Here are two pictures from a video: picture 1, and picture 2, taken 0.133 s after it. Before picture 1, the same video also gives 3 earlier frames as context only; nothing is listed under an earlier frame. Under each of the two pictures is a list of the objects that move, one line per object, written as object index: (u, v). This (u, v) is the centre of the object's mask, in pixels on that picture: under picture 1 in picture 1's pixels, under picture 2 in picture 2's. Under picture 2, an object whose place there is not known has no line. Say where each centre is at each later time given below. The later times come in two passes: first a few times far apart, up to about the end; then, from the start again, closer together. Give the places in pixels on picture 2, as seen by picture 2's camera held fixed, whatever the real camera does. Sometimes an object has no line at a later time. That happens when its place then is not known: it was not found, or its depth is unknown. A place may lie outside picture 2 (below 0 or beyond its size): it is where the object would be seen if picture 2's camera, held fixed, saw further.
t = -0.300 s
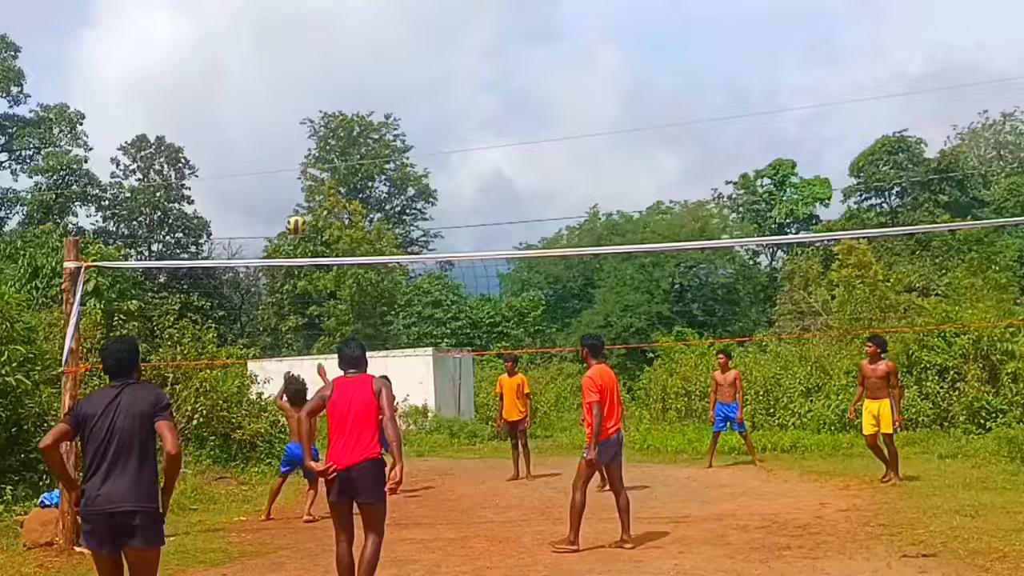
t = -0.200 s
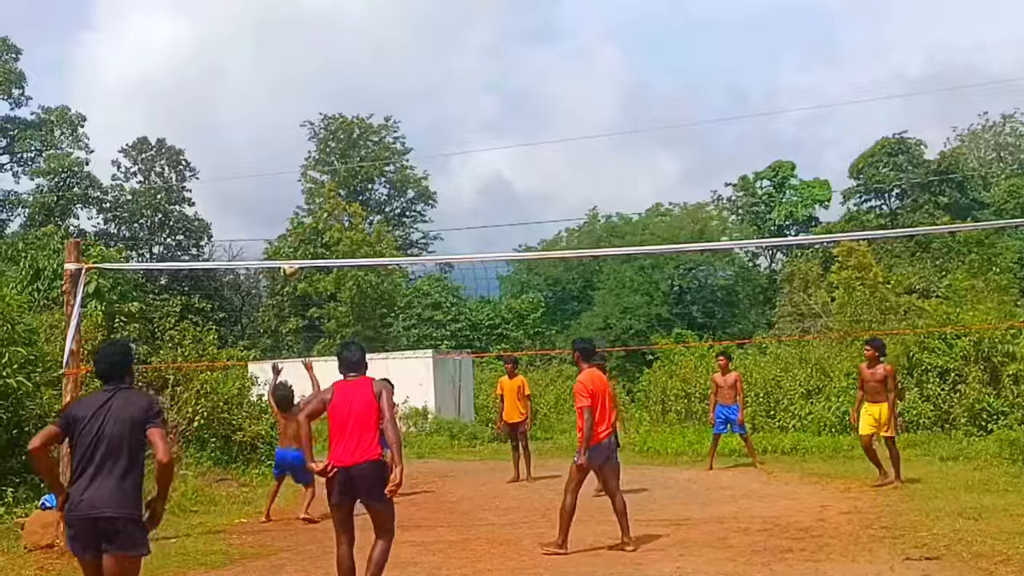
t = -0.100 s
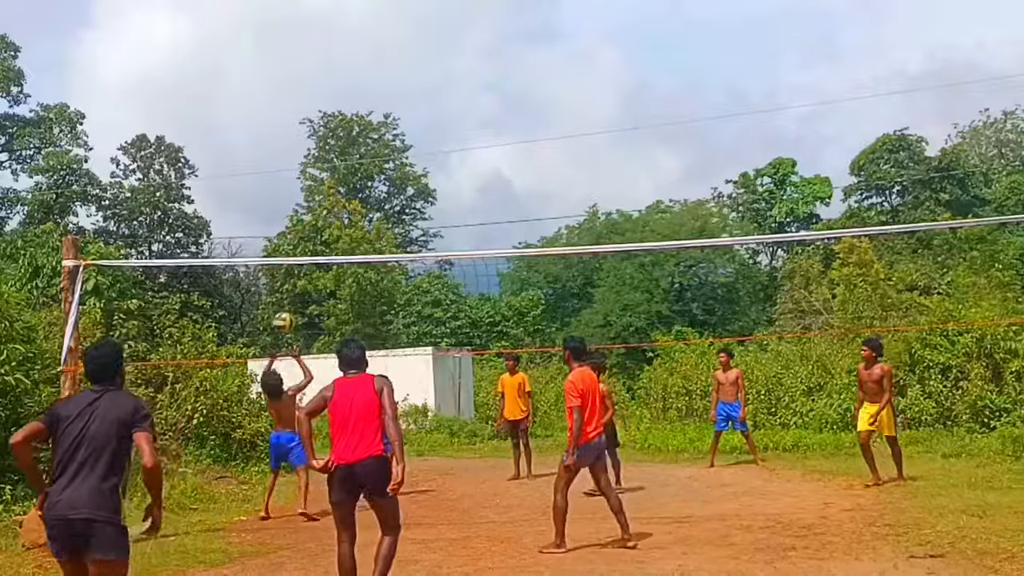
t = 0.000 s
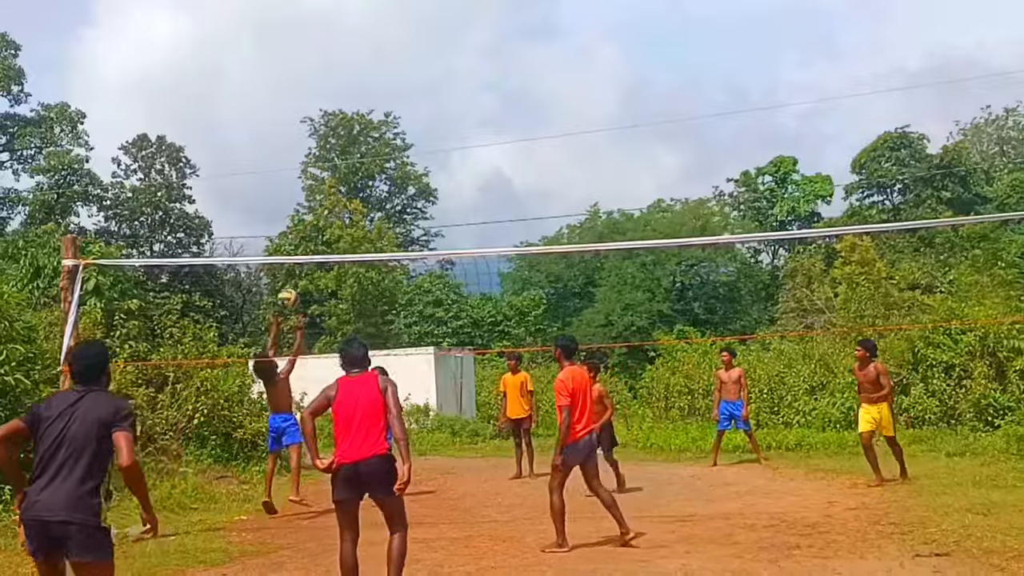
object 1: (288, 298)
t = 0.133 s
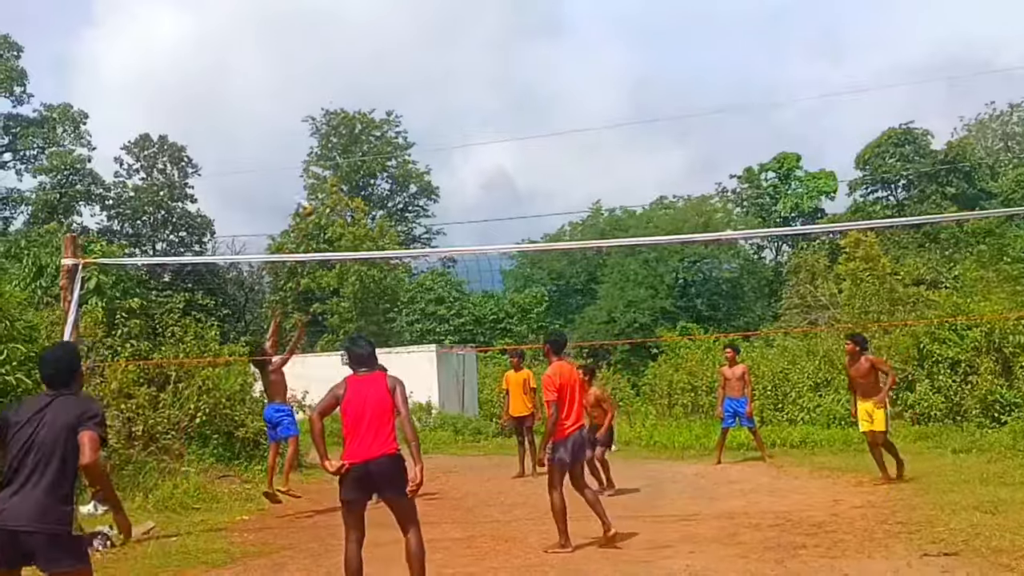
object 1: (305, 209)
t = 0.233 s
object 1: (316, 153)
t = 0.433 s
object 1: (343, 73)
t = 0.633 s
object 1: (372, 29)
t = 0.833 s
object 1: (402, 25)
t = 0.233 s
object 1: (316, 153)
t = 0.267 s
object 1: (319, 138)
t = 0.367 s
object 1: (335, 95)
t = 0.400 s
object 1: (340, 81)
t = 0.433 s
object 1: (343, 73)
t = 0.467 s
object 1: (348, 69)
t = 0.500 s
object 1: (352, 50)
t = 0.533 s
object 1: (350, 58)
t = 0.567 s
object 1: (358, 40)
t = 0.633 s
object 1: (372, 29)
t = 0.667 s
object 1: (376, 25)
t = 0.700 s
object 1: (382, 24)
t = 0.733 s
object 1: (387, 22)
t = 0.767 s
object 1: (392, 23)
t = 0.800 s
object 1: (397, 23)
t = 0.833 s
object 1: (402, 25)
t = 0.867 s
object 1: (410, 22)
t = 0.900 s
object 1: (414, 39)
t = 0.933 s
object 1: (419, 36)
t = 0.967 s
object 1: (425, 42)
